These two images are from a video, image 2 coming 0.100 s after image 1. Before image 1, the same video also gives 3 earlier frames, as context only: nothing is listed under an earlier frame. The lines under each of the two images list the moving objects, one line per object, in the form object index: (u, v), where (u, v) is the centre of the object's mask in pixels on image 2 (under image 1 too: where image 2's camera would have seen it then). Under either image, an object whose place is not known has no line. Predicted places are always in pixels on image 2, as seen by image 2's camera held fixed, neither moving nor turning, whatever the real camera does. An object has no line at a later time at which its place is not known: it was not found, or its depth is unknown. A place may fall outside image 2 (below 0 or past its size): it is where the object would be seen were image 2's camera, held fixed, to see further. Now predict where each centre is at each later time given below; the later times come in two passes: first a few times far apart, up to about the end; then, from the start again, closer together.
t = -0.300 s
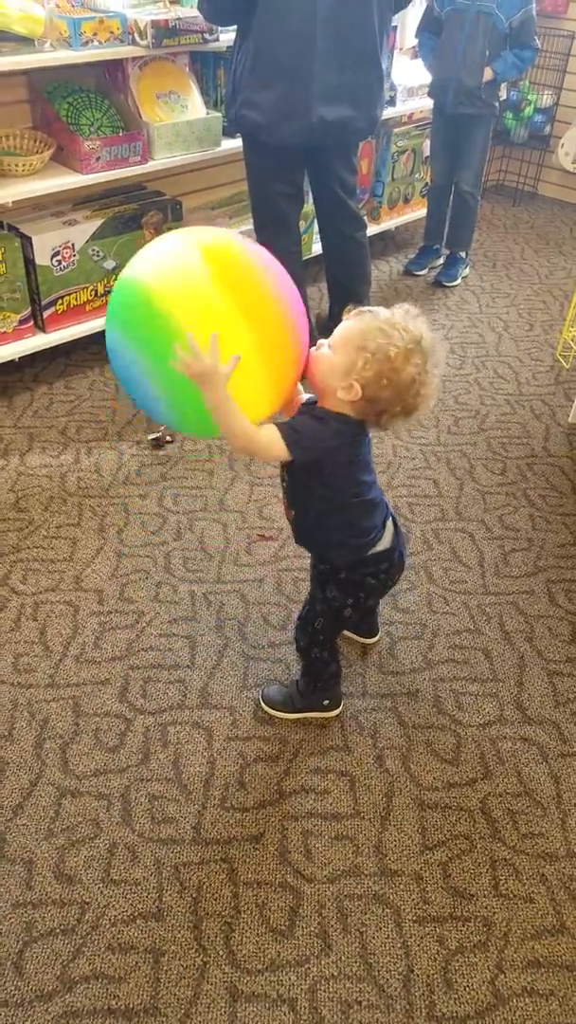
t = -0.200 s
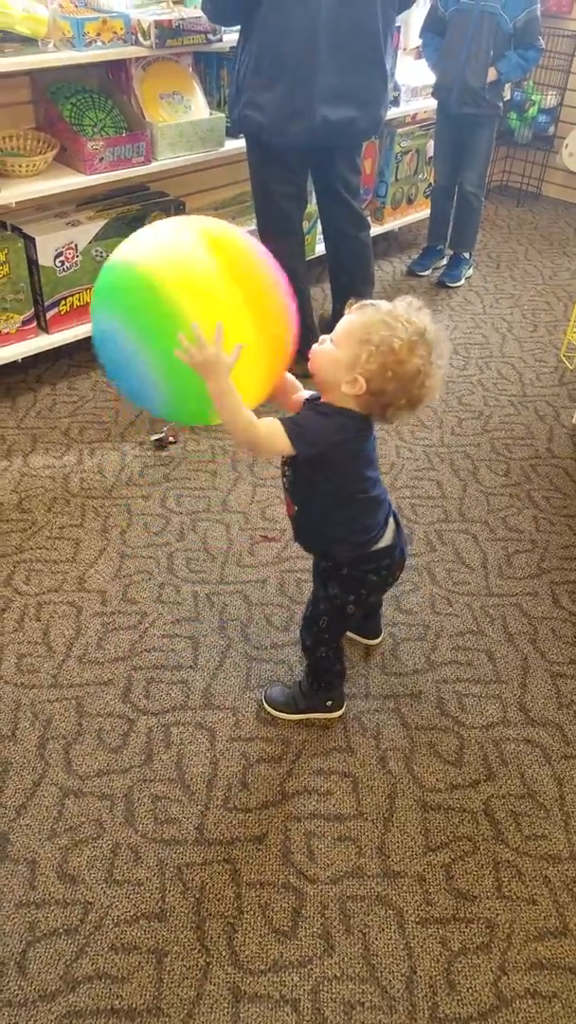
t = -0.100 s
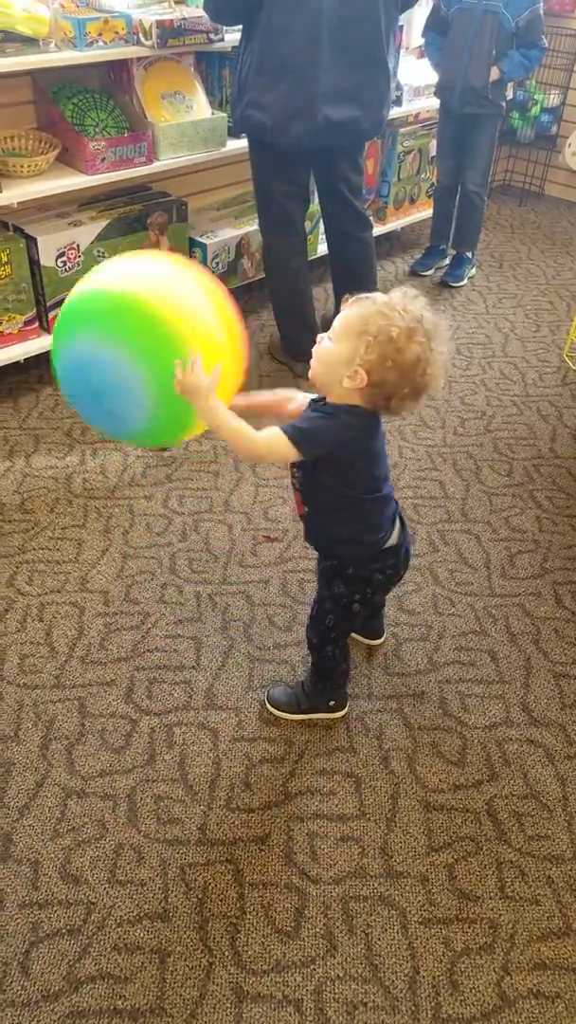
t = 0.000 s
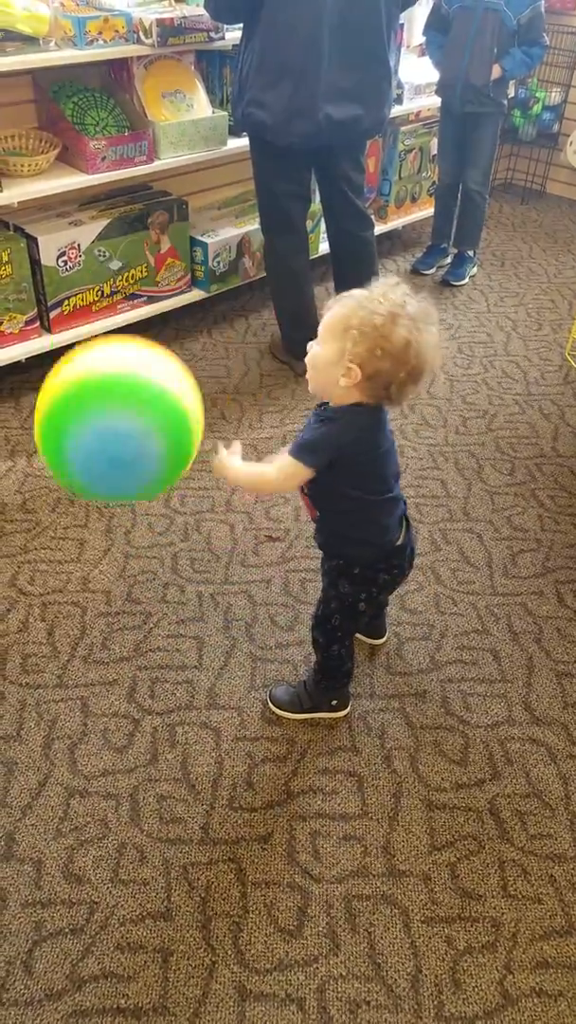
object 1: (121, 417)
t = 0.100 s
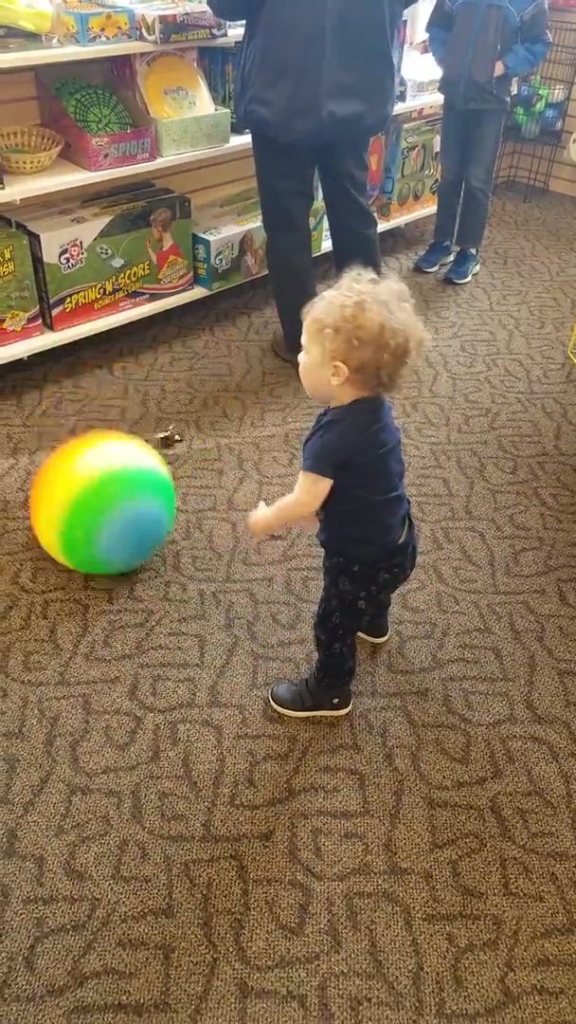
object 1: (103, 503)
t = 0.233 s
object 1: (71, 360)
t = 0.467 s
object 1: (40, 228)
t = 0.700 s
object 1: (43, 304)
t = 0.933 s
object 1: (27, 299)
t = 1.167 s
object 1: (62, 324)
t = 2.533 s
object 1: (77, 423)
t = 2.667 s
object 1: (62, 452)
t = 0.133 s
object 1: (95, 474)
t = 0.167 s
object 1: (87, 433)
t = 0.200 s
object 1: (78, 394)
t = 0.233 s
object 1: (71, 360)
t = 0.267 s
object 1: (66, 328)
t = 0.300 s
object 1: (61, 299)
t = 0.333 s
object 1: (57, 276)
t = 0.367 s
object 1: (51, 255)
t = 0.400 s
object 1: (47, 242)
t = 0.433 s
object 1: (43, 232)
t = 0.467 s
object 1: (40, 228)
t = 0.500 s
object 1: (39, 227)
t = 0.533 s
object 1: (38, 231)
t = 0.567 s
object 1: (38, 239)
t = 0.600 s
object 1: (39, 251)
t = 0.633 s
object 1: (40, 265)
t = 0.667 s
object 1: (42, 283)
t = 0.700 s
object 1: (43, 304)
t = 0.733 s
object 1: (46, 326)
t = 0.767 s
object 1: (49, 350)
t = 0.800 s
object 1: (50, 375)
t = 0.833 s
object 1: (48, 379)
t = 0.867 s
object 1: (41, 351)
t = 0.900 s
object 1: (34, 324)
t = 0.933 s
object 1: (27, 299)
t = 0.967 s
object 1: (20, 277)
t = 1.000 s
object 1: (18, 264)
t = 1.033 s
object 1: (24, 267)
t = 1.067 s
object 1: (32, 275)
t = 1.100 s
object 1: (42, 288)
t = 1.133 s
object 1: (51, 305)
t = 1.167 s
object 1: (62, 324)
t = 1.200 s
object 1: (72, 345)
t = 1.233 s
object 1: (84, 372)
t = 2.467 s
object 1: (87, 430)
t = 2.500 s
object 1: (82, 425)
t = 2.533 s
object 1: (77, 423)
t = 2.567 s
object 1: (73, 425)
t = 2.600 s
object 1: (69, 430)
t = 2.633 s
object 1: (65, 438)
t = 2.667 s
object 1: (62, 452)
